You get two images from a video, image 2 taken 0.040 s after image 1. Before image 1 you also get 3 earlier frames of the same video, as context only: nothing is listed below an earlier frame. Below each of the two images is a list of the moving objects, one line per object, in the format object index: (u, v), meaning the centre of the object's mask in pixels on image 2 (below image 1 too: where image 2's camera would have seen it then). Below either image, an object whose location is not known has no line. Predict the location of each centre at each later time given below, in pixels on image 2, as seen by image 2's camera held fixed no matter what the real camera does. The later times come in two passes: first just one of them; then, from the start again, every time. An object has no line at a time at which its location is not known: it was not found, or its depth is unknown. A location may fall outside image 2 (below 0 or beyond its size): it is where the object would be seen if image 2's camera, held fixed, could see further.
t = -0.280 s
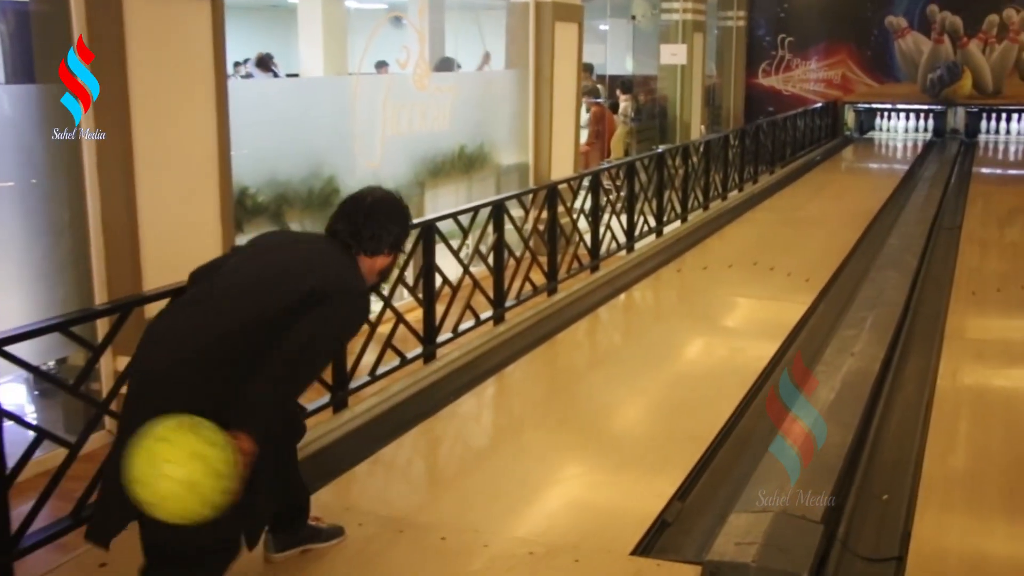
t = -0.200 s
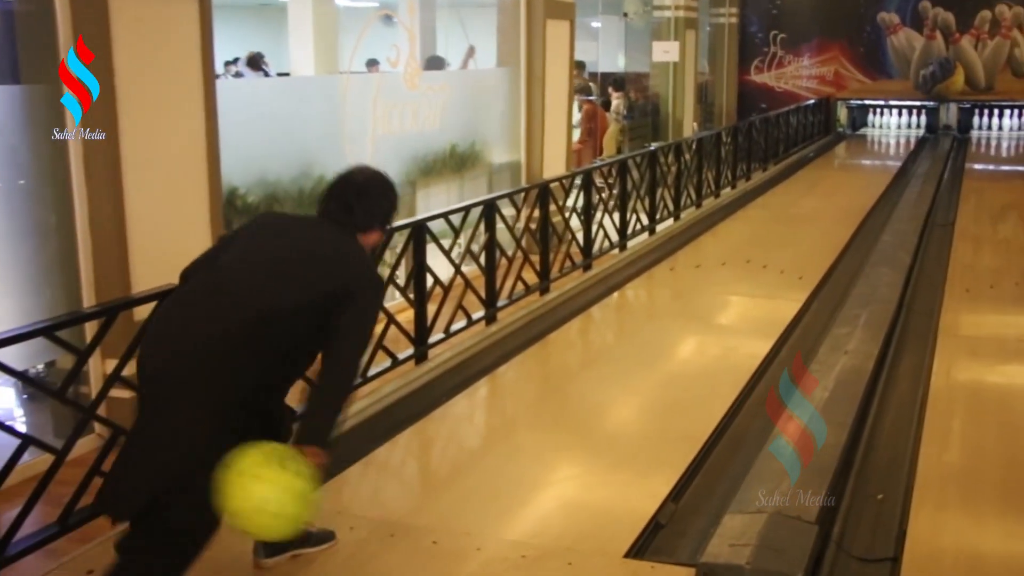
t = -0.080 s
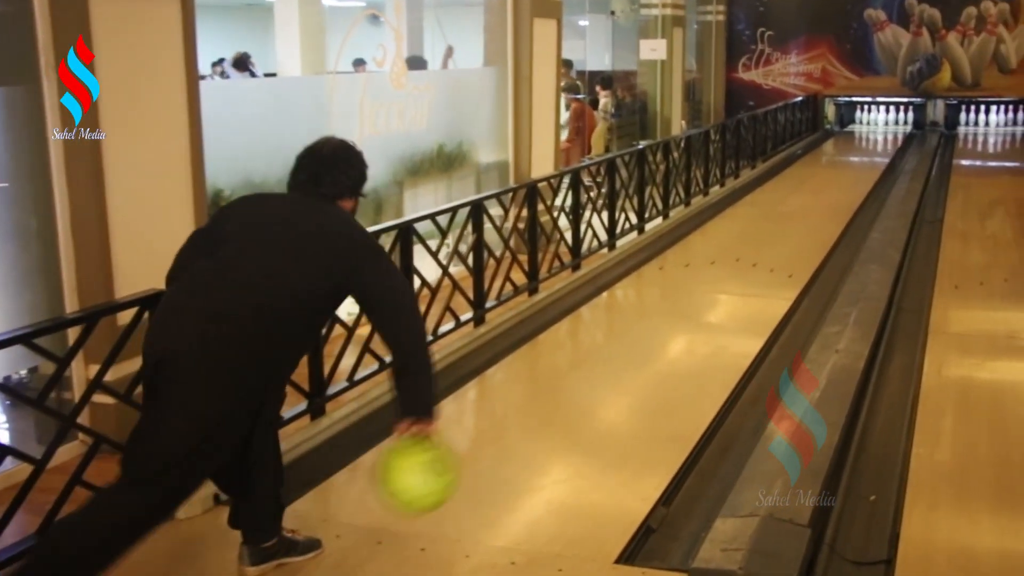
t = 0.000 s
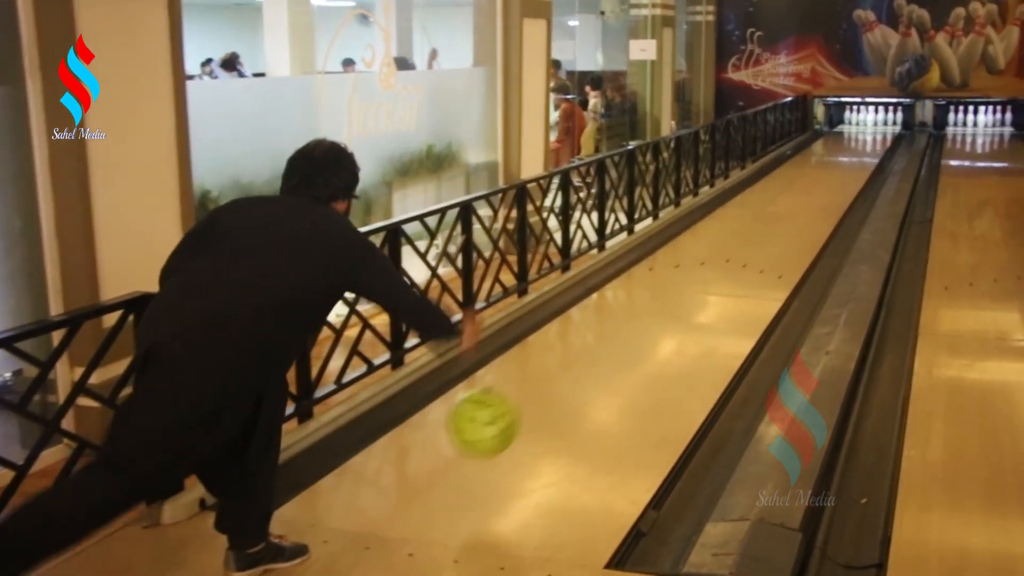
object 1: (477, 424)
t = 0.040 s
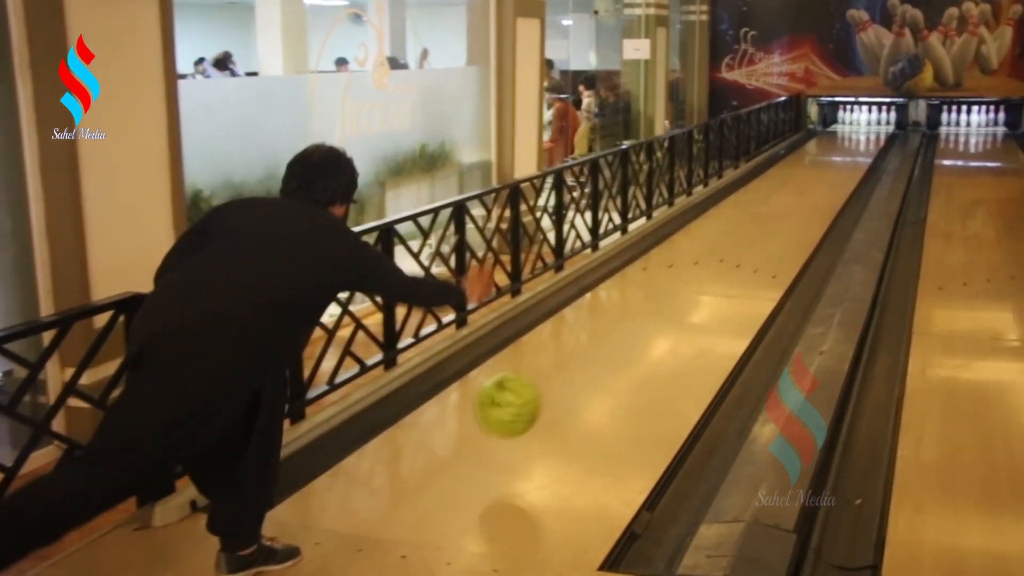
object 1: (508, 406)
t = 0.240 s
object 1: (616, 341)
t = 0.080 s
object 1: (535, 394)
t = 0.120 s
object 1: (559, 388)
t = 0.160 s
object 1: (580, 372)
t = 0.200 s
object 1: (599, 356)
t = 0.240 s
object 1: (616, 341)
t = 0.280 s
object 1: (631, 327)
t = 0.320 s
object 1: (646, 314)
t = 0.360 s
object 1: (658, 303)
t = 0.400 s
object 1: (670, 293)
